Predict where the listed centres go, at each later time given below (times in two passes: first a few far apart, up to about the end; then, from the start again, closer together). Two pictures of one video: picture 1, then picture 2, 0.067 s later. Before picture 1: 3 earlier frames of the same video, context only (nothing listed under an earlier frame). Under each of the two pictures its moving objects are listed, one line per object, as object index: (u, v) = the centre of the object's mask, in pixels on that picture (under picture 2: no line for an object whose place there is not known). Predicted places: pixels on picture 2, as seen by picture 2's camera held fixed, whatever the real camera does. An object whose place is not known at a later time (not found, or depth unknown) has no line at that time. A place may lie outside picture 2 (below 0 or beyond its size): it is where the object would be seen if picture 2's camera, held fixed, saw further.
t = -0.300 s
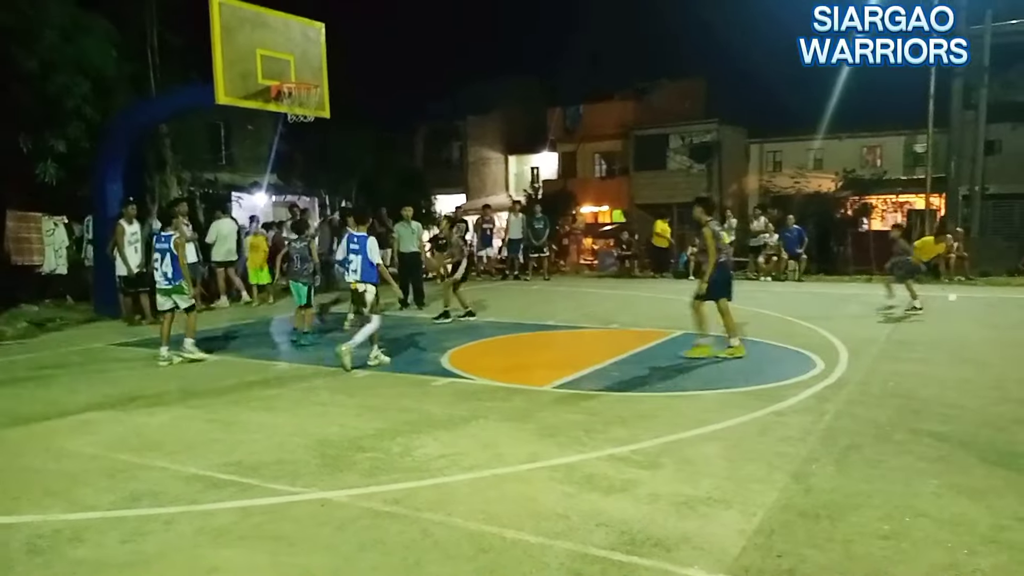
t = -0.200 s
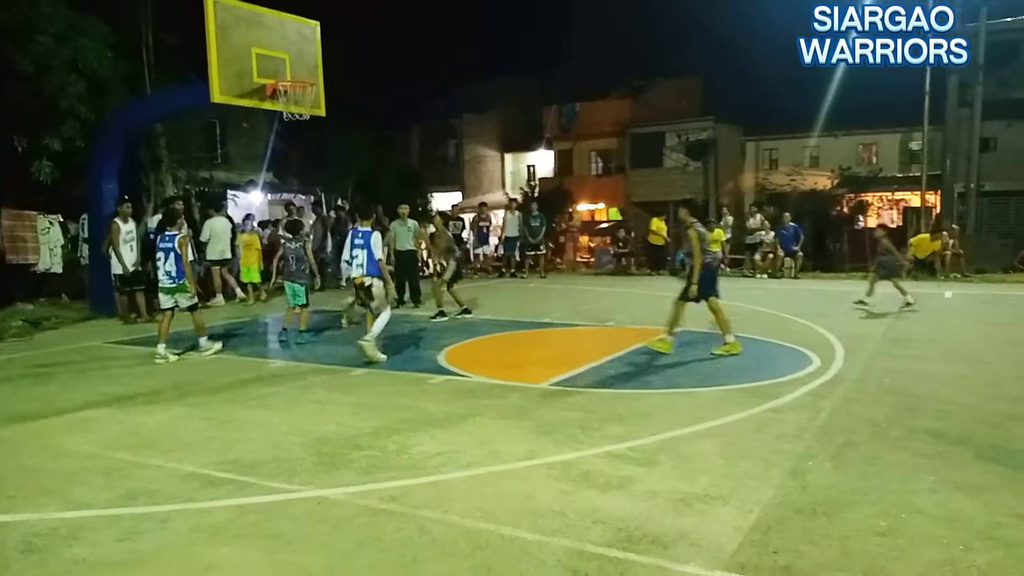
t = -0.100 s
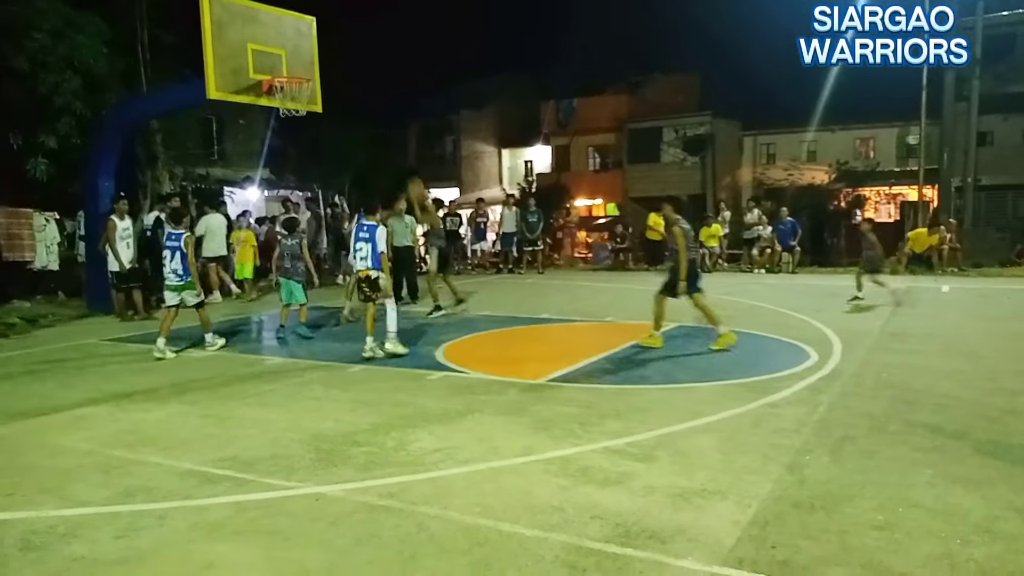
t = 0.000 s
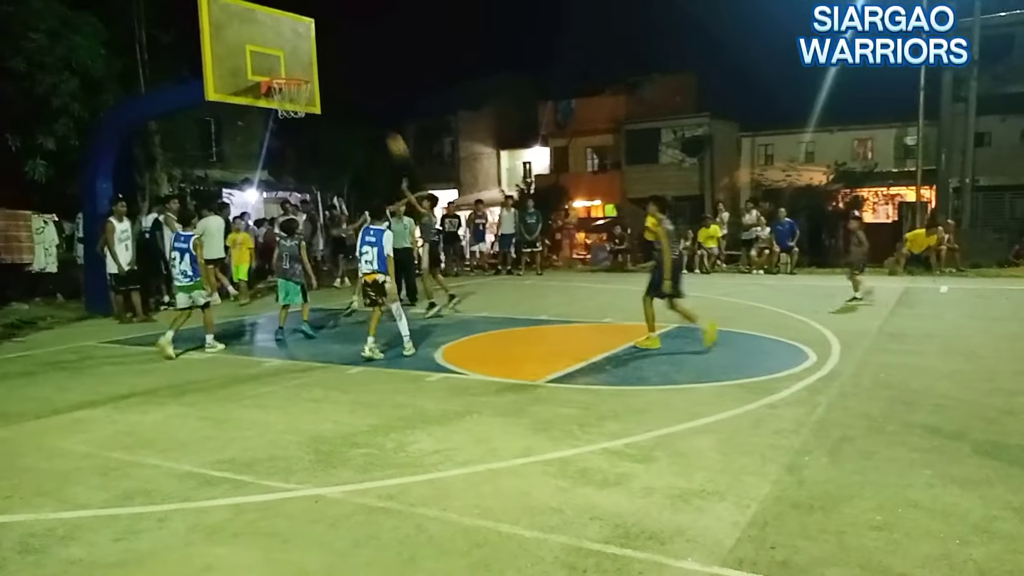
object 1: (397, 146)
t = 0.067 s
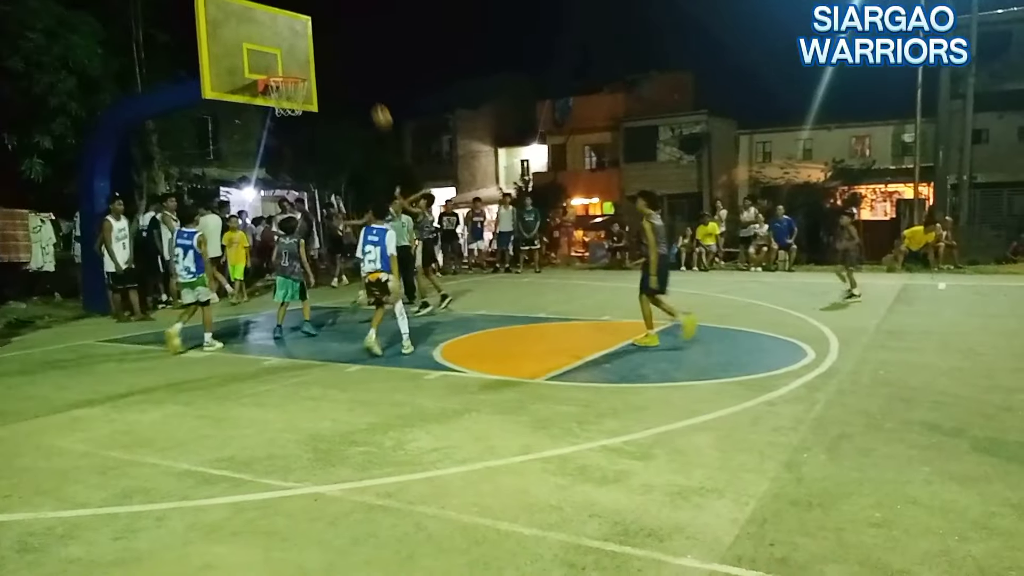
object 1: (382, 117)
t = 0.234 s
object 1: (350, 61)
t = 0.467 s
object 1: (306, 21)
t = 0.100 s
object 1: (375, 104)
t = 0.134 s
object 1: (369, 91)
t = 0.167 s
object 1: (363, 81)
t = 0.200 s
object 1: (355, 70)
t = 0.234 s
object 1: (350, 61)
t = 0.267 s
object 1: (343, 53)
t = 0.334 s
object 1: (331, 38)
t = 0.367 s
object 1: (324, 33)
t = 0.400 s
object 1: (319, 28)
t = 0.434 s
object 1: (312, 24)
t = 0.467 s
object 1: (306, 21)
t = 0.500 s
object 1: (299, 19)
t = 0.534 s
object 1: (293, 17)
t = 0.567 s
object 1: (287, 18)
